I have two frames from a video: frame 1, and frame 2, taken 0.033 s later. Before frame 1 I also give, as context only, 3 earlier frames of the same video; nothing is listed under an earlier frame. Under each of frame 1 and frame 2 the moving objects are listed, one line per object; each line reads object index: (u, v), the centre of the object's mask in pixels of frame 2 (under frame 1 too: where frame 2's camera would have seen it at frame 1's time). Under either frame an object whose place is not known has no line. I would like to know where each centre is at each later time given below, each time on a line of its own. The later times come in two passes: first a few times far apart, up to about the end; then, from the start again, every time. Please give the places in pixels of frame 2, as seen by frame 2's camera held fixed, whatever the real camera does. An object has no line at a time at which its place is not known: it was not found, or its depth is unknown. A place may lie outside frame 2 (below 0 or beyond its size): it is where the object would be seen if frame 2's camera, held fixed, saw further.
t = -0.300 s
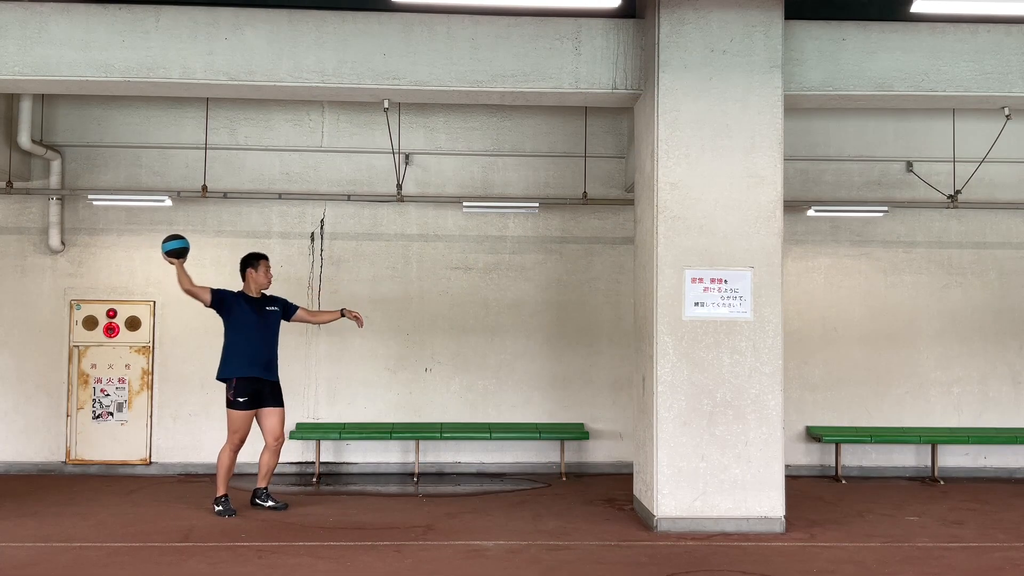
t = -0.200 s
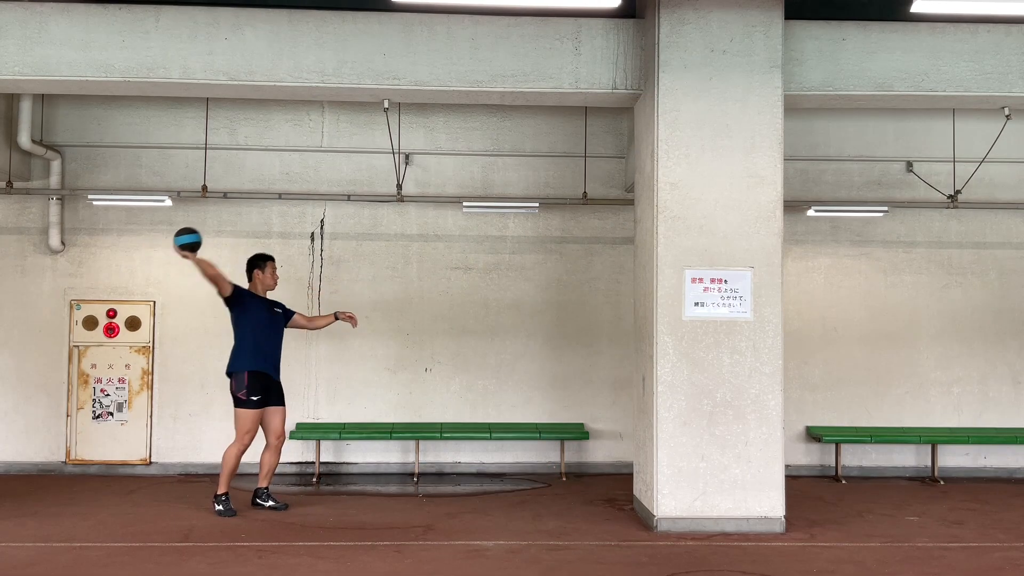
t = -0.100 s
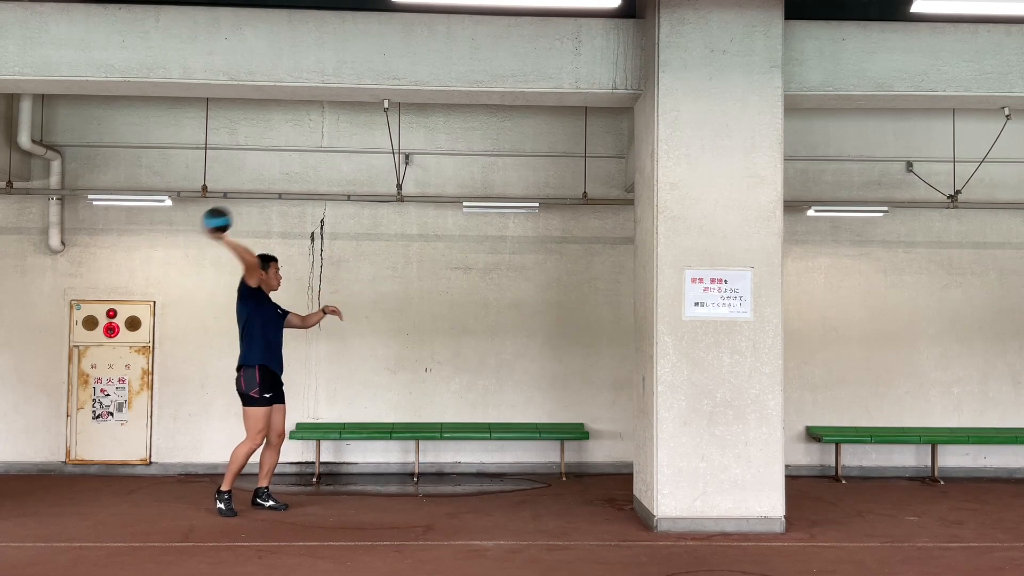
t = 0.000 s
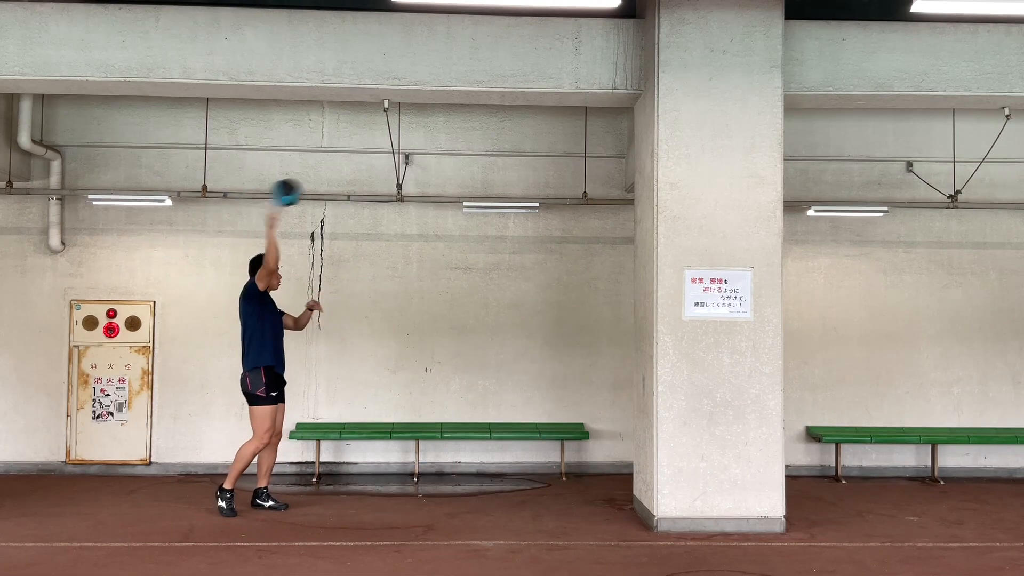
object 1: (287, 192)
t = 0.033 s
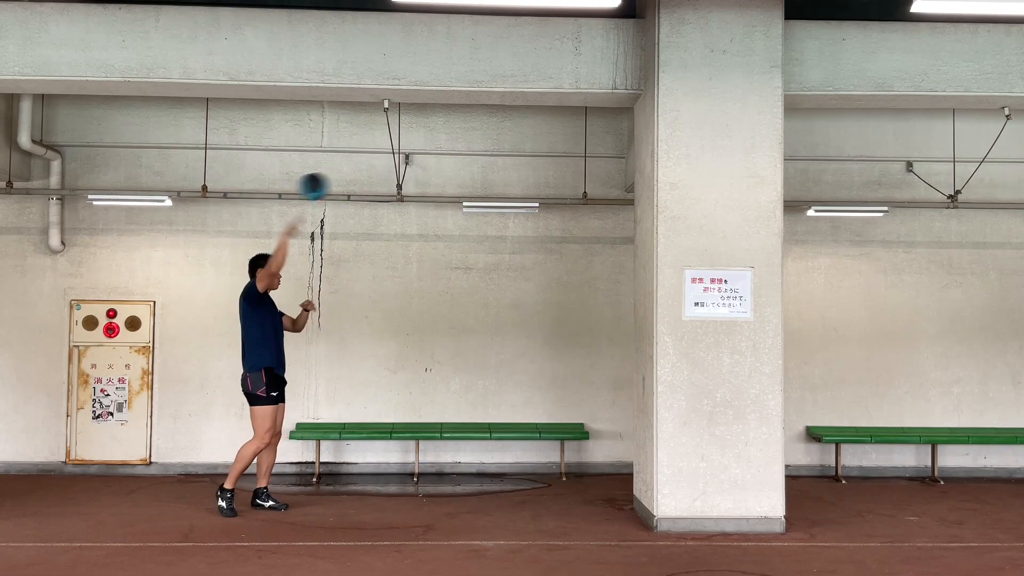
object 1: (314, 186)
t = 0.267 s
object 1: (502, 187)
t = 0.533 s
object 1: (584, 263)
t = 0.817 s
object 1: (429, 420)
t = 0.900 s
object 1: (381, 493)
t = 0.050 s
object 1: (328, 184)
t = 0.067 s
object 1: (341, 182)
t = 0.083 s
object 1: (354, 180)
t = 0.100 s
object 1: (368, 179)
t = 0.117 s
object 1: (381, 178)
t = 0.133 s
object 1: (394, 178)
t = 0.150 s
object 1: (410, 177)
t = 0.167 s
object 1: (423, 177)
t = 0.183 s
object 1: (435, 178)
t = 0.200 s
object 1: (448, 180)
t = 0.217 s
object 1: (461, 181)
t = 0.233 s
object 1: (476, 183)
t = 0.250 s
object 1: (489, 185)
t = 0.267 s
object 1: (502, 187)
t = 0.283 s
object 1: (515, 190)
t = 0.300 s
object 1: (528, 193)
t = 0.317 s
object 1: (541, 197)
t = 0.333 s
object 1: (555, 202)
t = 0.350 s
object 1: (569, 207)
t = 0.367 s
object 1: (582, 213)
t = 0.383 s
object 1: (595, 218)
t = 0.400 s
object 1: (608, 223)
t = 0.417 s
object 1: (621, 230)
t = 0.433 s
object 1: (633, 236)
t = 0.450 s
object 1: (630, 239)
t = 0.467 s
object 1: (620, 243)
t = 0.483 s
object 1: (612, 247)
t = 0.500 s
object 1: (603, 252)
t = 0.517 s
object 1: (593, 258)
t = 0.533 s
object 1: (584, 263)
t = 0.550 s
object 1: (575, 269)
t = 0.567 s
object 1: (566, 276)
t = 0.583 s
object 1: (557, 282)
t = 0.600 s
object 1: (548, 290)
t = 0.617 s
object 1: (539, 297)
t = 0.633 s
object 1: (530, 305)
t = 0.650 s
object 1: (521, 313)
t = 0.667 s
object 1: (512, 323)
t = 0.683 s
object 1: (502, 332)
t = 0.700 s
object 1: (494, 341)
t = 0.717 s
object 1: (484, 352)
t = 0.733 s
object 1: (475, 362)
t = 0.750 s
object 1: (466, 373)
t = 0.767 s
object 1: (457, 385)
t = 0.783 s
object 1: (448, 396)
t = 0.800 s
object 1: (439, 407)
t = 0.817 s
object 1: (429, 420)
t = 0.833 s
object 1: (420, 435)
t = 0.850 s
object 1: (410, 447)
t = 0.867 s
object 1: (400, 463)
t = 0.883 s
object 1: (390, 479)
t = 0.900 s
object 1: (381, 493)
